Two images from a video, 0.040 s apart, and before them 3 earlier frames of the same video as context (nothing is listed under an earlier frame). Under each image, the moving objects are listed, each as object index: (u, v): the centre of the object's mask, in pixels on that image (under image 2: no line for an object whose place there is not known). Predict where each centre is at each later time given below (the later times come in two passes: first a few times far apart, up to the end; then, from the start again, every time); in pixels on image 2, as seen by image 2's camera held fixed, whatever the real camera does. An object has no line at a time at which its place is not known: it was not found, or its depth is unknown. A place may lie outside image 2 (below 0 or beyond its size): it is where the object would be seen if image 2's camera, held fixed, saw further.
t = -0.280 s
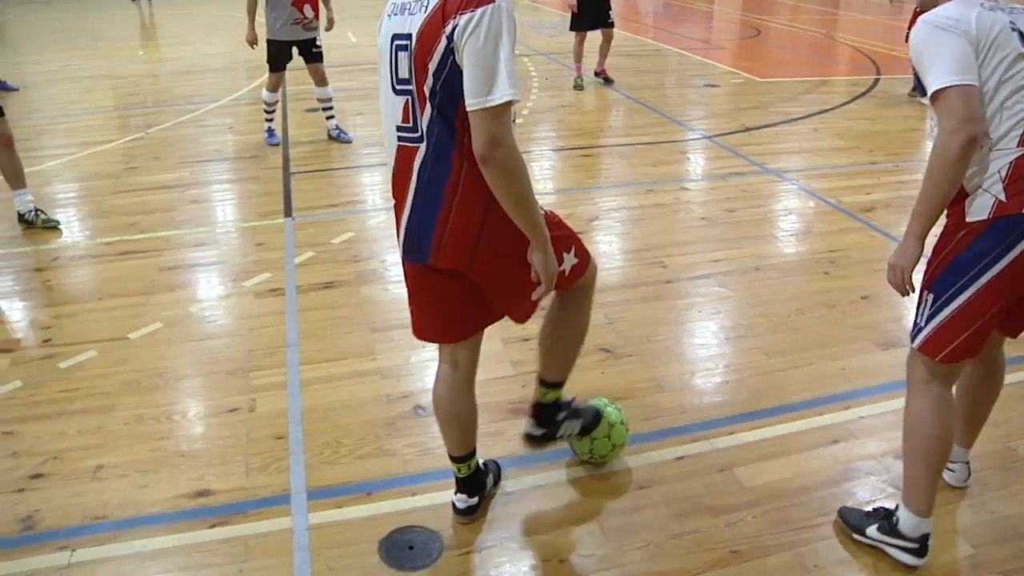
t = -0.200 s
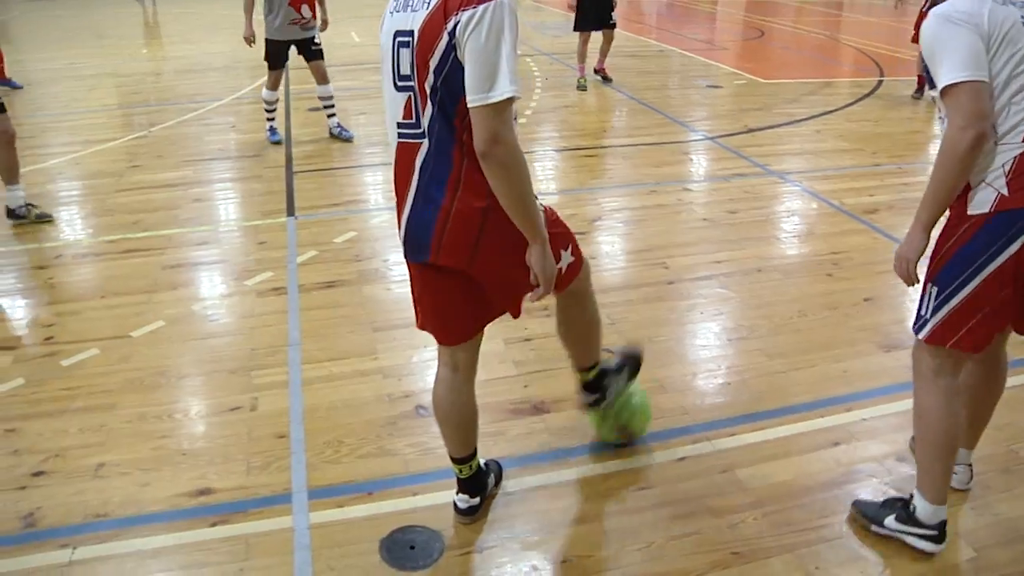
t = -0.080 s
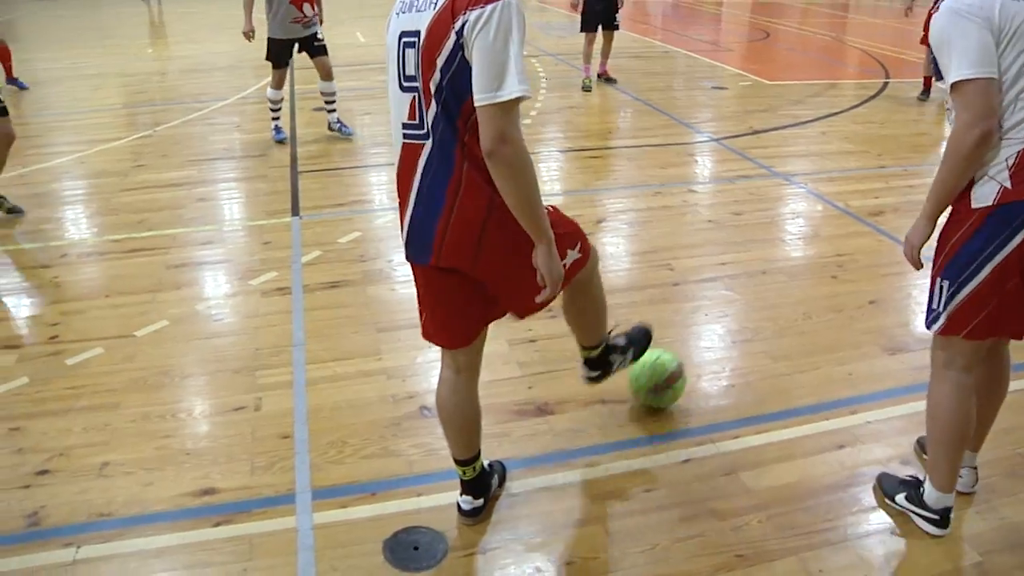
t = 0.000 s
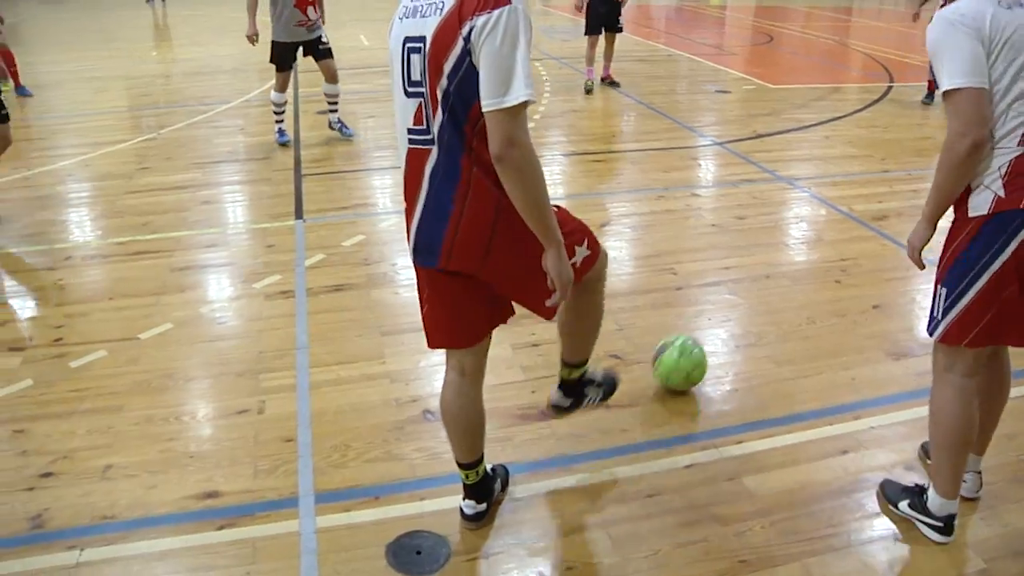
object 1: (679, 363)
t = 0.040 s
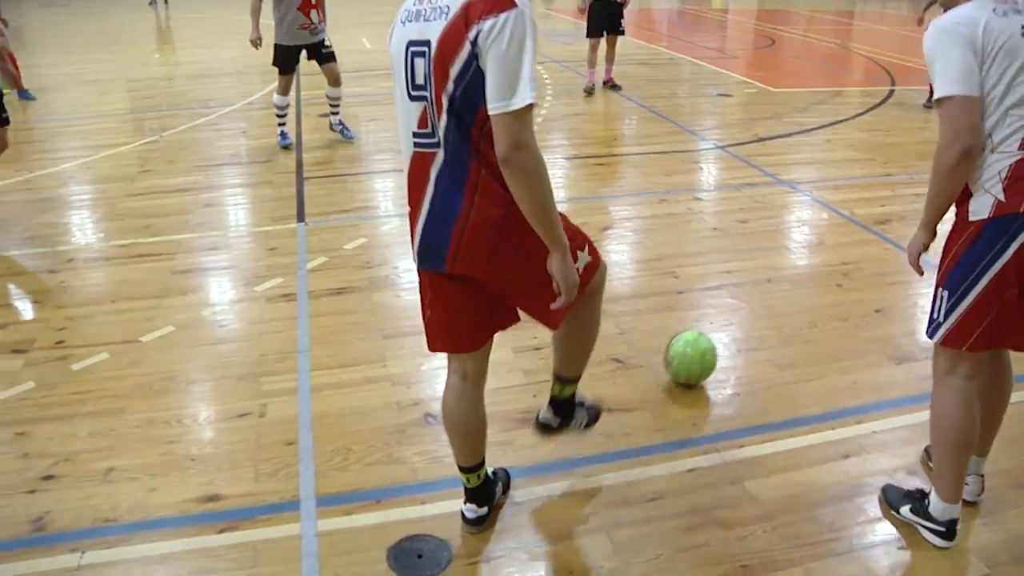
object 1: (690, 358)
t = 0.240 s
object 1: (729, 315)
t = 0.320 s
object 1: (742, 302)
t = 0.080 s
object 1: (699, 348)
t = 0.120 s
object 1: (706, 339)
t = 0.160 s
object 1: (714, 331)
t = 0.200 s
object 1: (721, 323)
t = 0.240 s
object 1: (729, 315)
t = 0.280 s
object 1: (735, 308)
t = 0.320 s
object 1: (742, 302)
